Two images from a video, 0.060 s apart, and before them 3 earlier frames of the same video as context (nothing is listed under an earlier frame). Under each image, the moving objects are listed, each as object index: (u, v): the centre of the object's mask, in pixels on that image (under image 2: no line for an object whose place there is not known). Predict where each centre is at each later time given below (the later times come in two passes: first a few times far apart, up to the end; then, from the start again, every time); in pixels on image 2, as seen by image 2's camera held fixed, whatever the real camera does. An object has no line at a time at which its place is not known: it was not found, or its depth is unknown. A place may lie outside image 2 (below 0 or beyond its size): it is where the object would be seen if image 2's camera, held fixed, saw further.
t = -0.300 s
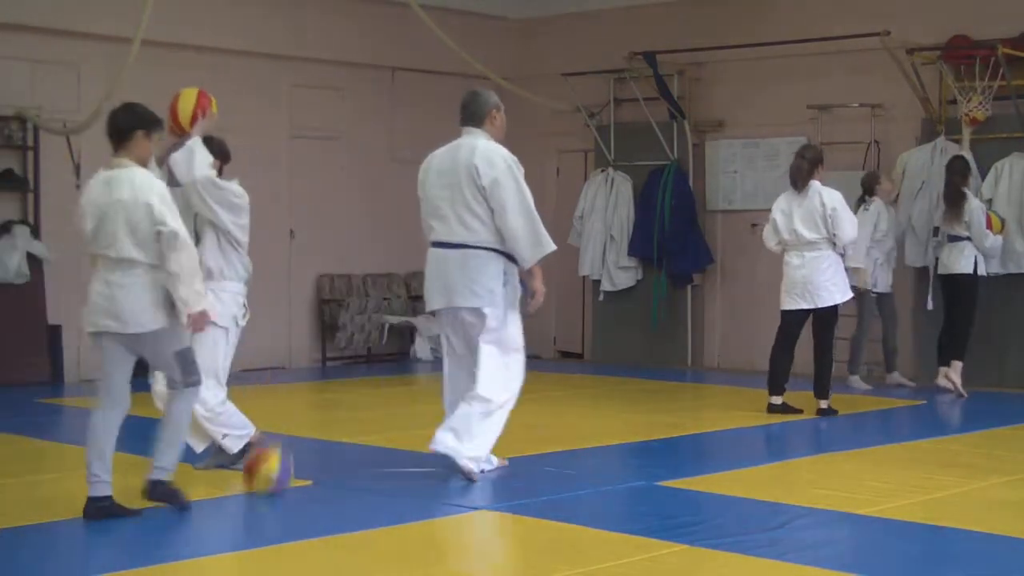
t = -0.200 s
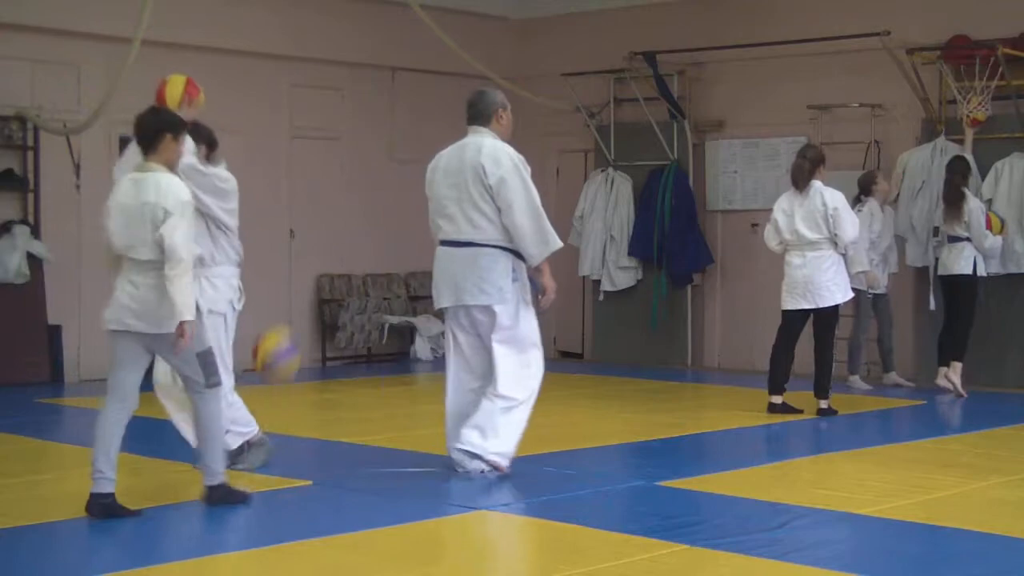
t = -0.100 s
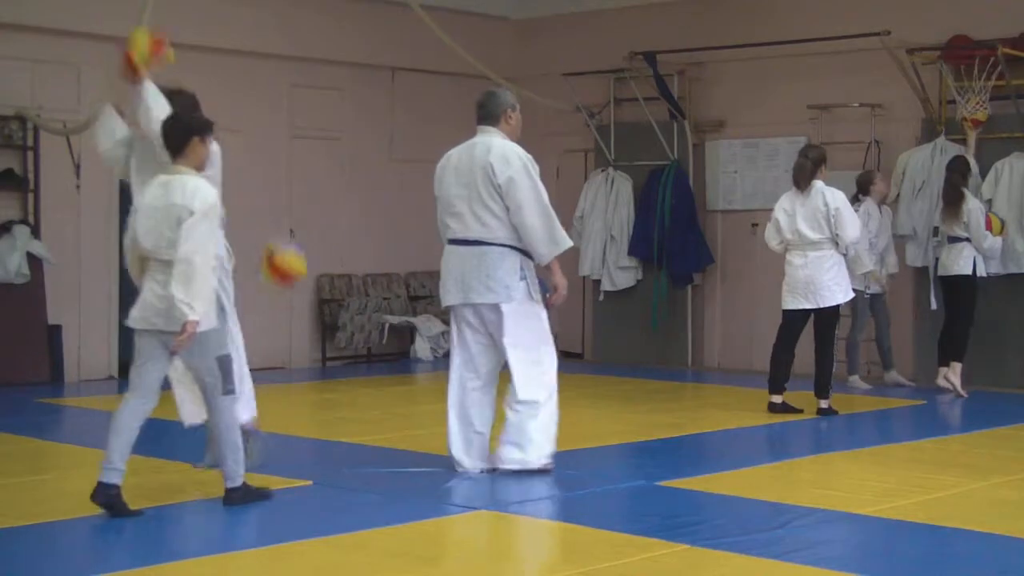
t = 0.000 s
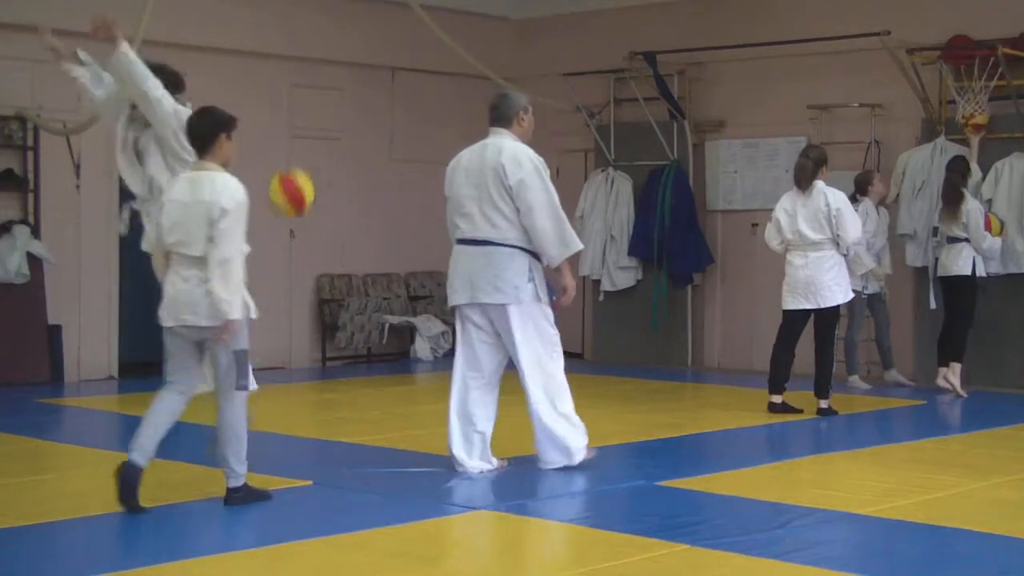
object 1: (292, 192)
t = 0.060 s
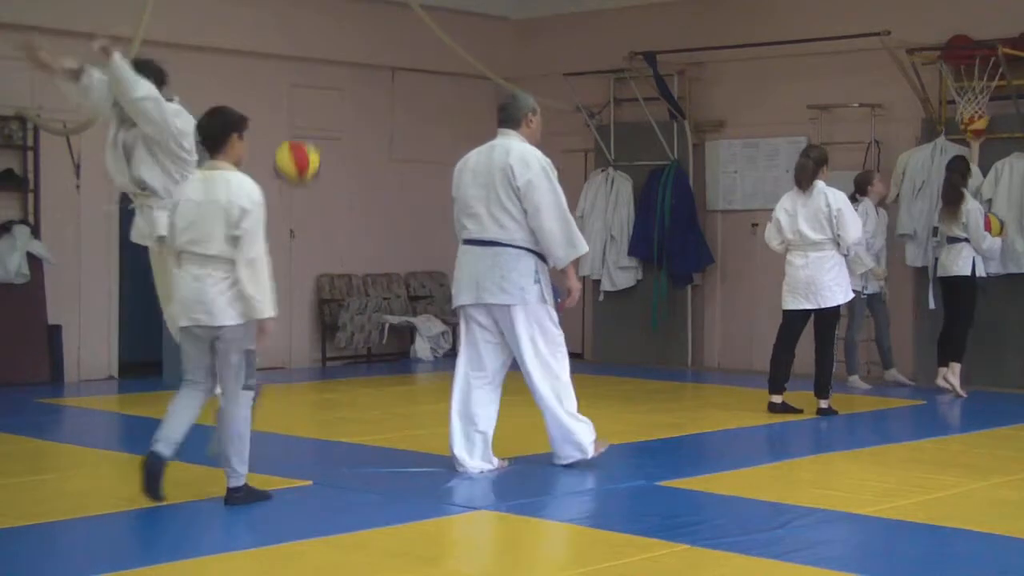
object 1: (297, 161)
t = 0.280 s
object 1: (311, 128)
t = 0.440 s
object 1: (322, 165)
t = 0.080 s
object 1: (297, 155)
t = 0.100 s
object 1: (299, 150)
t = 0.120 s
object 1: (301, 144)
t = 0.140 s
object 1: (302, 140)
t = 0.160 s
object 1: (303, 135)
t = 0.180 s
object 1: (305, 131)
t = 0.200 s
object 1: (306, 130)
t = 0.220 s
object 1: (308, 128)
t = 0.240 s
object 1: (309, 127)
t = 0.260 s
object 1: (310, 127)
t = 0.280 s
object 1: (311, 128)
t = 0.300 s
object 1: (313, 130)
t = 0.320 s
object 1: (313, 132)
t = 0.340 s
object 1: (314, 136)
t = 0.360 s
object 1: (316, 141)
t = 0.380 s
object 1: (318, 146)
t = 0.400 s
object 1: (319, 152)
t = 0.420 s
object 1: (321, 158)
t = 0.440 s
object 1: (322, 165)
